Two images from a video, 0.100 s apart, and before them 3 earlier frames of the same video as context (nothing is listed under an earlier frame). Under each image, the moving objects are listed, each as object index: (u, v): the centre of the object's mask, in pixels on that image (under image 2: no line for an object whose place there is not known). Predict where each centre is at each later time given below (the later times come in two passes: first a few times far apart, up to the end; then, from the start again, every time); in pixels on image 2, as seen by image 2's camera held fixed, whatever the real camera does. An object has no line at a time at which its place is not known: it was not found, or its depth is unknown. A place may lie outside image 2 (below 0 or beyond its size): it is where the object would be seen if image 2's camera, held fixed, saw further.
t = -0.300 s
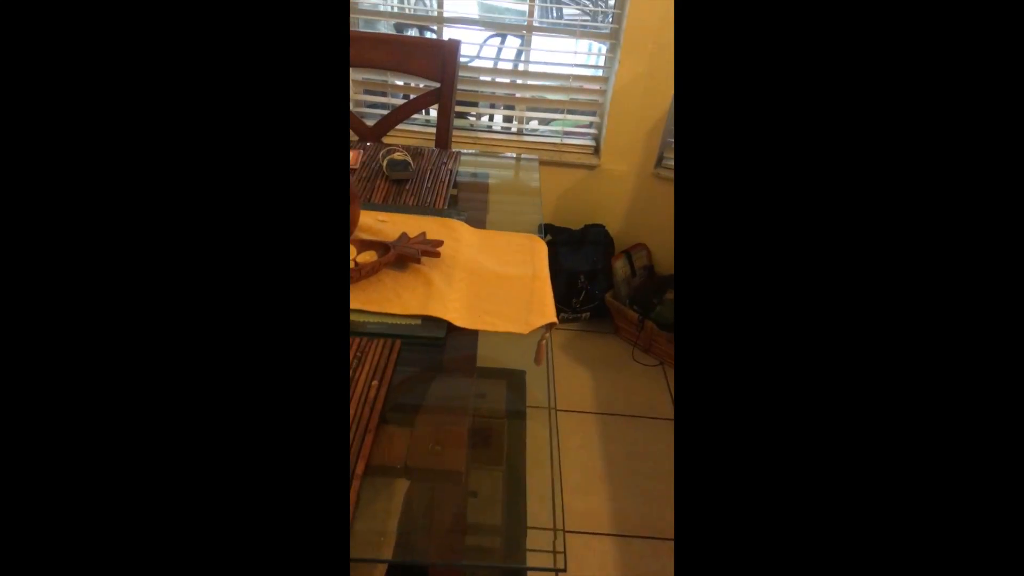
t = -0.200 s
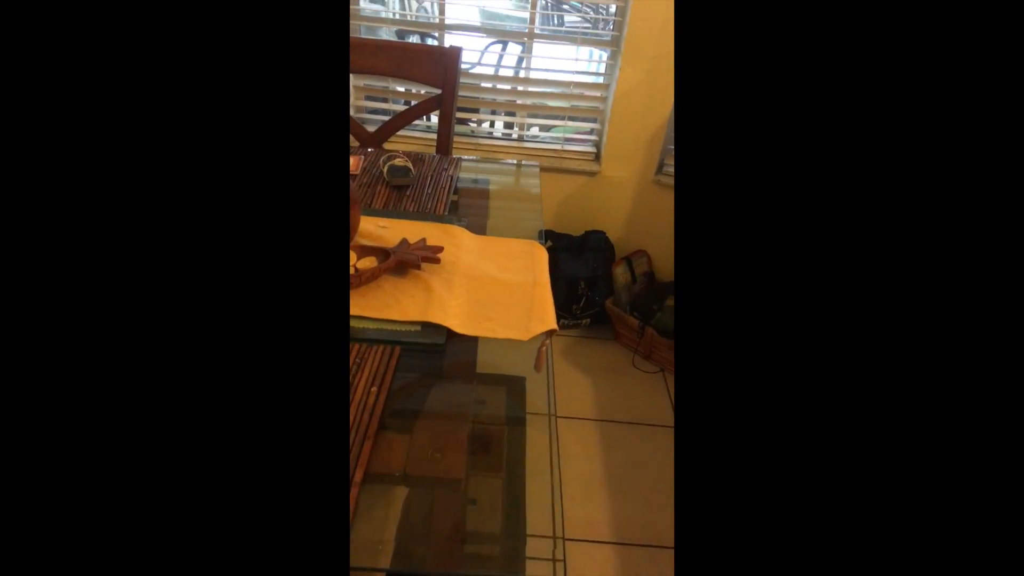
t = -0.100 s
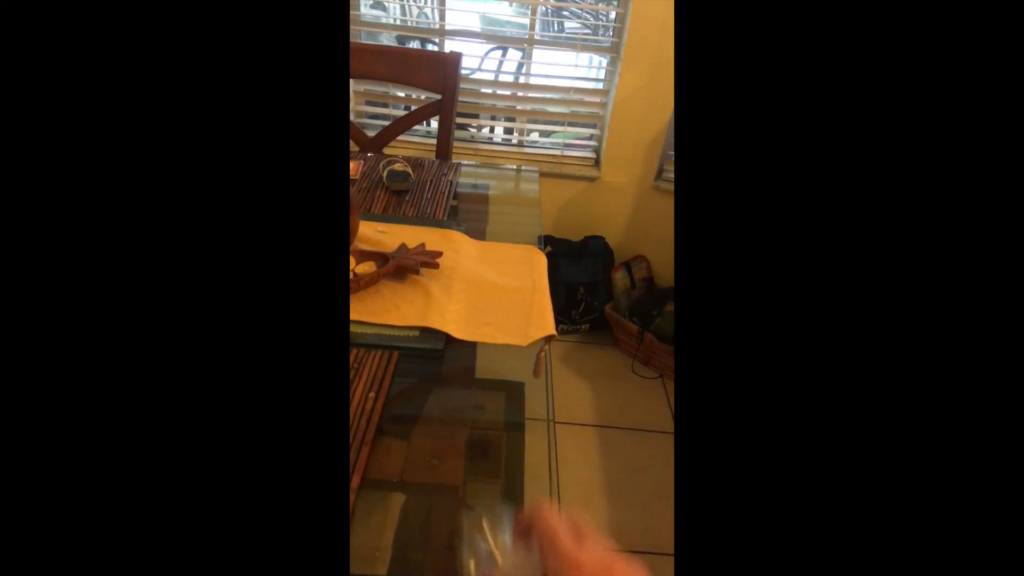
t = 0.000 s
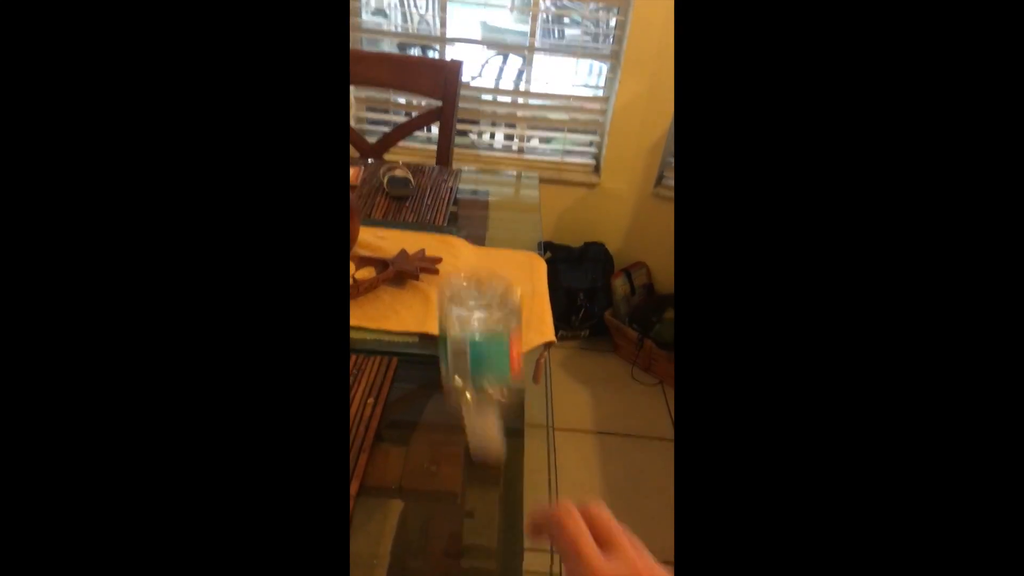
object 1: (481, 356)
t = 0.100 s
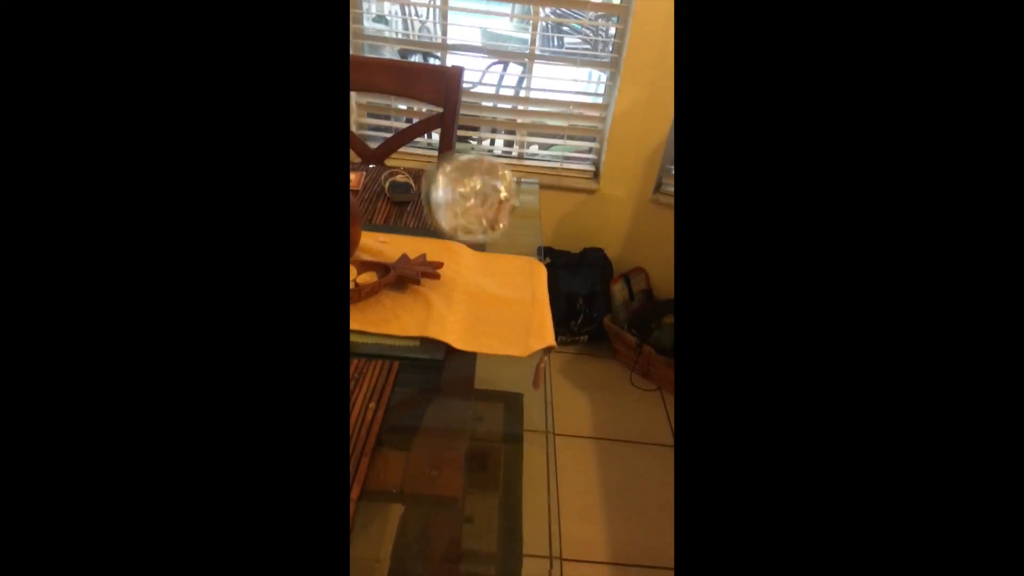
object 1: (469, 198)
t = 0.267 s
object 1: (434, 216)
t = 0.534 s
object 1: (405, 378)
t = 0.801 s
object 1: (409, 375)
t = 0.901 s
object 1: (415, 373)
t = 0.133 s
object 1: (464, 179)
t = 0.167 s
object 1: (456, 173)
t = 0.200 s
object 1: (449, 178)
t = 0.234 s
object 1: (442, 191)
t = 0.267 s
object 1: (434, 216)
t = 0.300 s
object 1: (428, 247)
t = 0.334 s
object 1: (422, 282)
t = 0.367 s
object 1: (416, 323)
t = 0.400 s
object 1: (411, 364)
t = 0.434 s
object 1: (407, 382)
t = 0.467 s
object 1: (407, 384)
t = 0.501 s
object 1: (405, 382)
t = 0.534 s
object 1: (405, 378)
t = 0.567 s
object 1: (405, 376)
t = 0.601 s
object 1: (403, 375)
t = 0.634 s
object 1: (403, 375)
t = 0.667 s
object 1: (403, 375)
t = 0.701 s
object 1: (404, 375)
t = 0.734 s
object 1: (406, 375)
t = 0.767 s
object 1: (407, 375)
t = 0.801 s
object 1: (409, 375)
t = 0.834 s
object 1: (410, 376)
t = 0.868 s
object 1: (411, 375)
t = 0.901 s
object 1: (415, 373)
